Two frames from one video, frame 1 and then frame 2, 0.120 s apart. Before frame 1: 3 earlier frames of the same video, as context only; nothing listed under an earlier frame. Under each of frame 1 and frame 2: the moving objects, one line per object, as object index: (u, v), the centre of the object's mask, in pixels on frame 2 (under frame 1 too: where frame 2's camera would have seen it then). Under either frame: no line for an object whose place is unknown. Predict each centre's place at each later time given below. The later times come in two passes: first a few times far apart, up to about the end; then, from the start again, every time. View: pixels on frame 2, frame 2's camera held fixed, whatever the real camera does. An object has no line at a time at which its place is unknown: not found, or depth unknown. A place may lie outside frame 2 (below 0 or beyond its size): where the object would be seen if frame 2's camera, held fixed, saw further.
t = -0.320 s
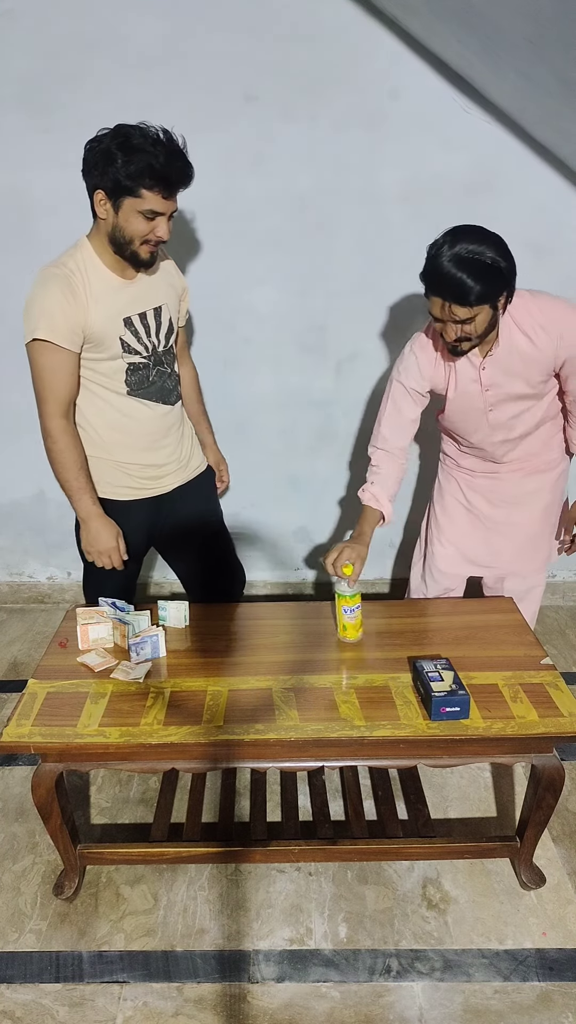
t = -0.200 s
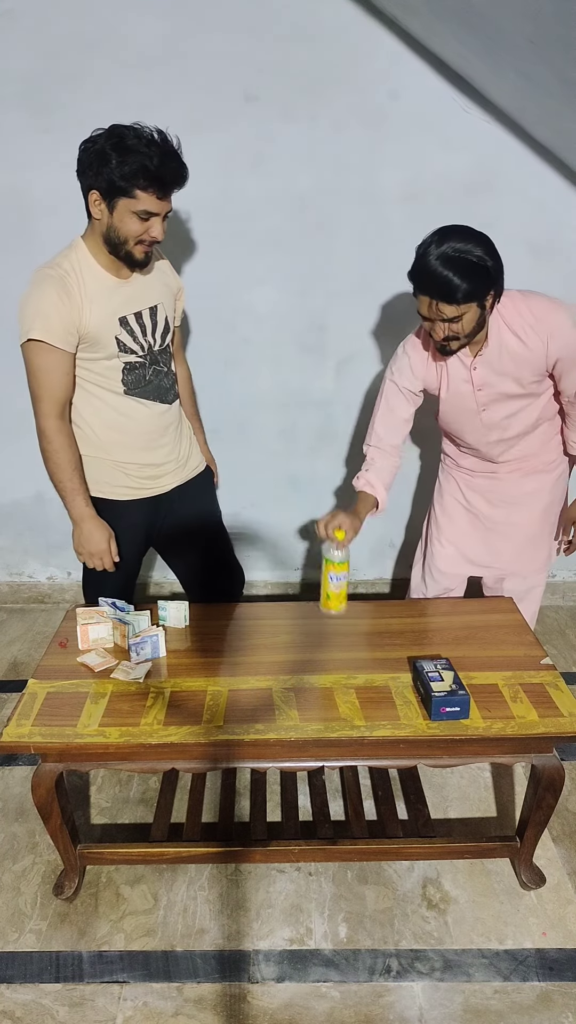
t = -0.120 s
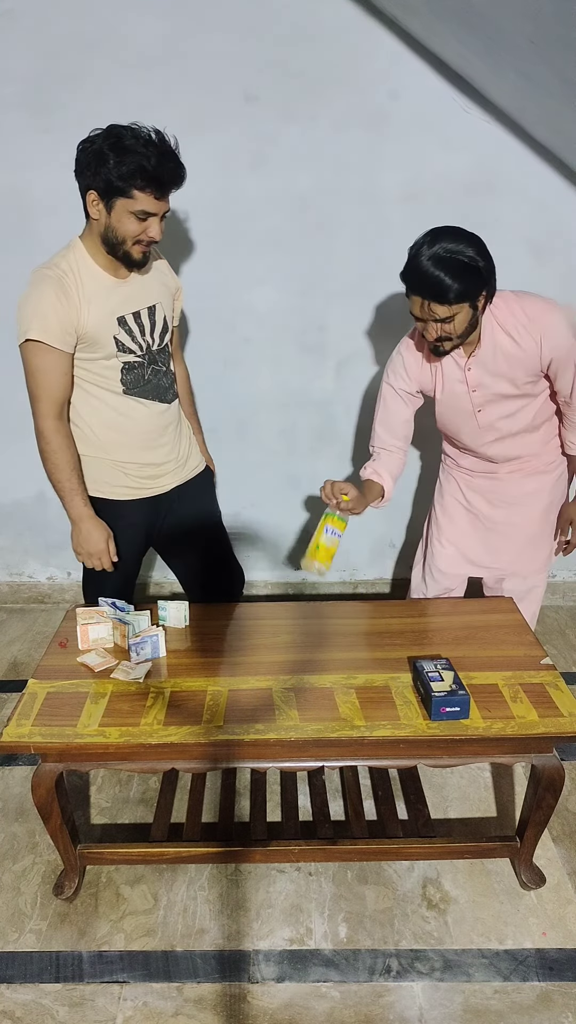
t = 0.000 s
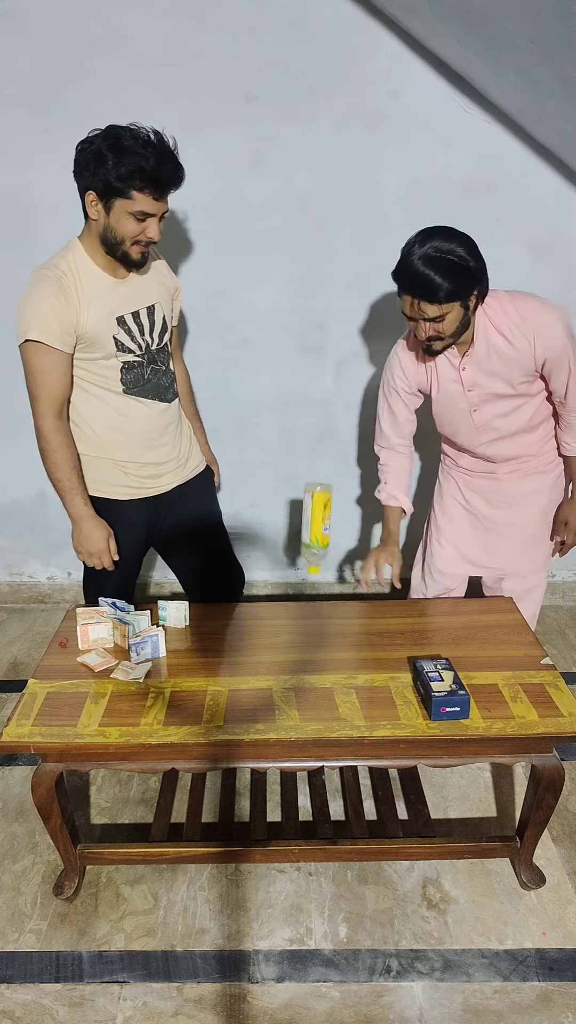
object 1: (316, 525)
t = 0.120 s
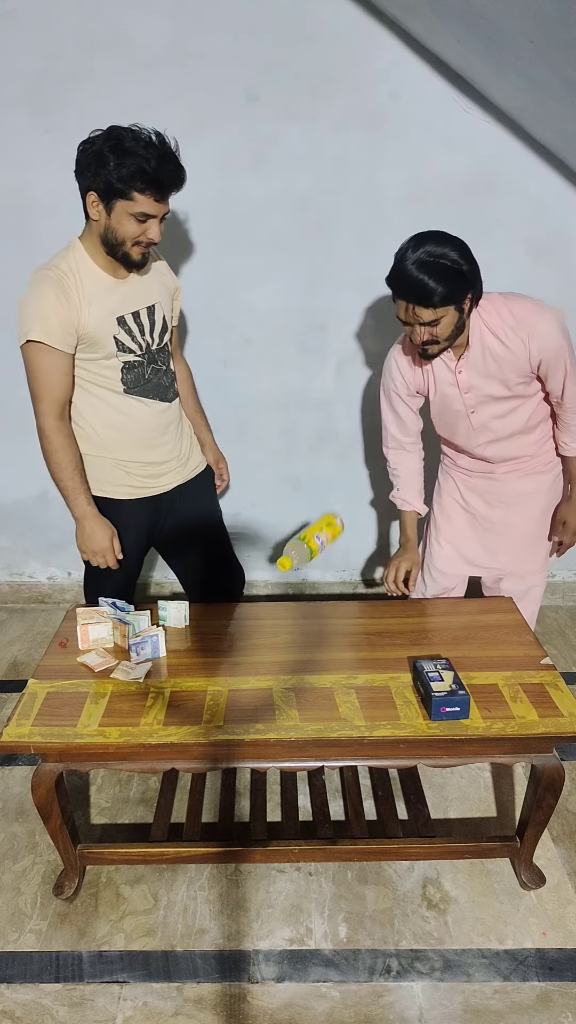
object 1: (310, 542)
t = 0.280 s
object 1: (303, 633)
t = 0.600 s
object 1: (296, 657)
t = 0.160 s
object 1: (309, 562)
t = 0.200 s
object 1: (308, 589)
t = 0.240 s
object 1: (307, 620)
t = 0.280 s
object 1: (303, 633)
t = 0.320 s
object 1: (300, 647)
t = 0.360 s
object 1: (296, 654)
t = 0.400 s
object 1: (295, 654)
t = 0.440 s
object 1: (295, 658)
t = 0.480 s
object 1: (295, 657)
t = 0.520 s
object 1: (295, 657)
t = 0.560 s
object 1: (295, 657)
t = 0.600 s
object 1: (296, 657)
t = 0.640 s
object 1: (297, 658)
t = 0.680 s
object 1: (298, 659)
